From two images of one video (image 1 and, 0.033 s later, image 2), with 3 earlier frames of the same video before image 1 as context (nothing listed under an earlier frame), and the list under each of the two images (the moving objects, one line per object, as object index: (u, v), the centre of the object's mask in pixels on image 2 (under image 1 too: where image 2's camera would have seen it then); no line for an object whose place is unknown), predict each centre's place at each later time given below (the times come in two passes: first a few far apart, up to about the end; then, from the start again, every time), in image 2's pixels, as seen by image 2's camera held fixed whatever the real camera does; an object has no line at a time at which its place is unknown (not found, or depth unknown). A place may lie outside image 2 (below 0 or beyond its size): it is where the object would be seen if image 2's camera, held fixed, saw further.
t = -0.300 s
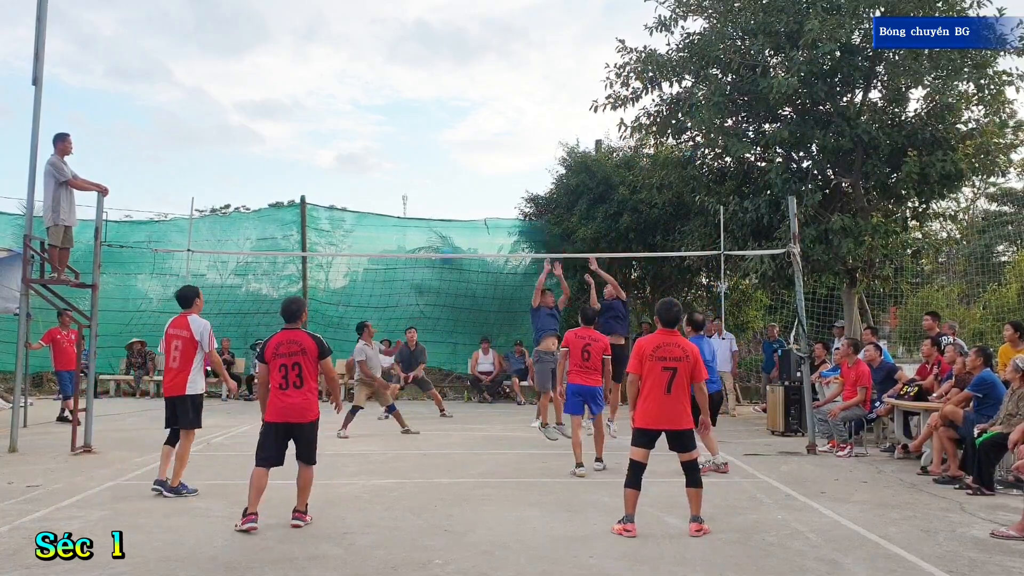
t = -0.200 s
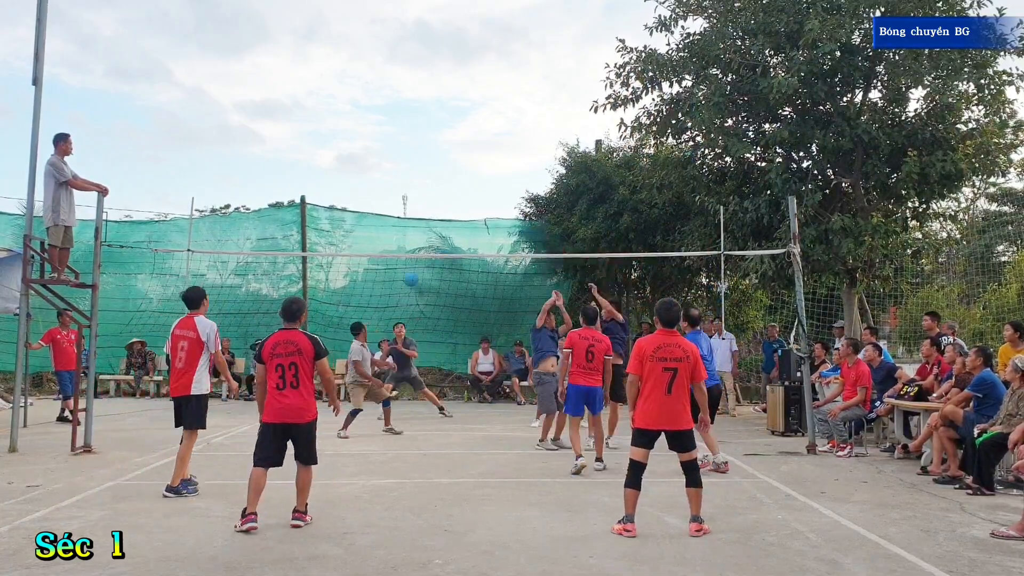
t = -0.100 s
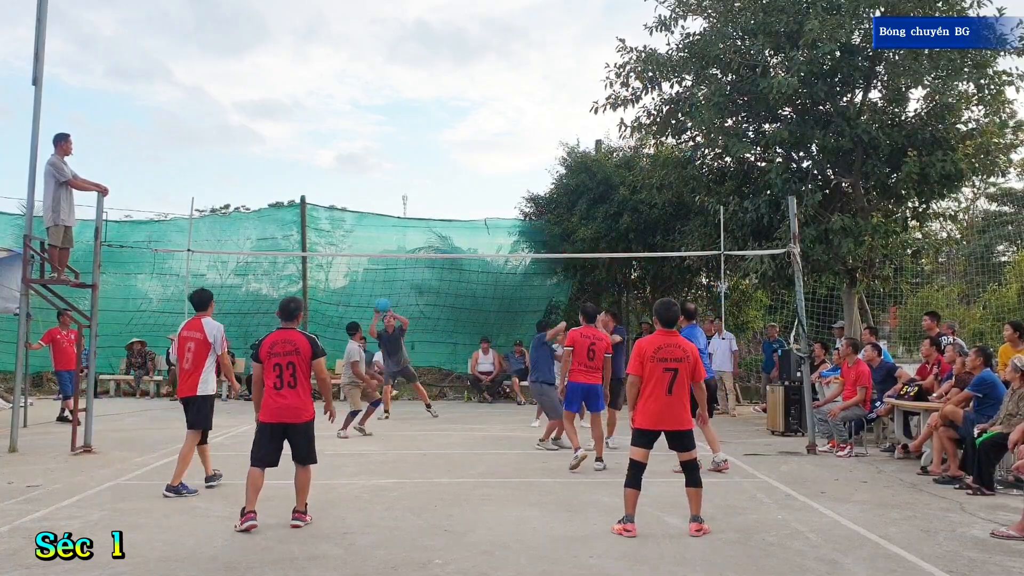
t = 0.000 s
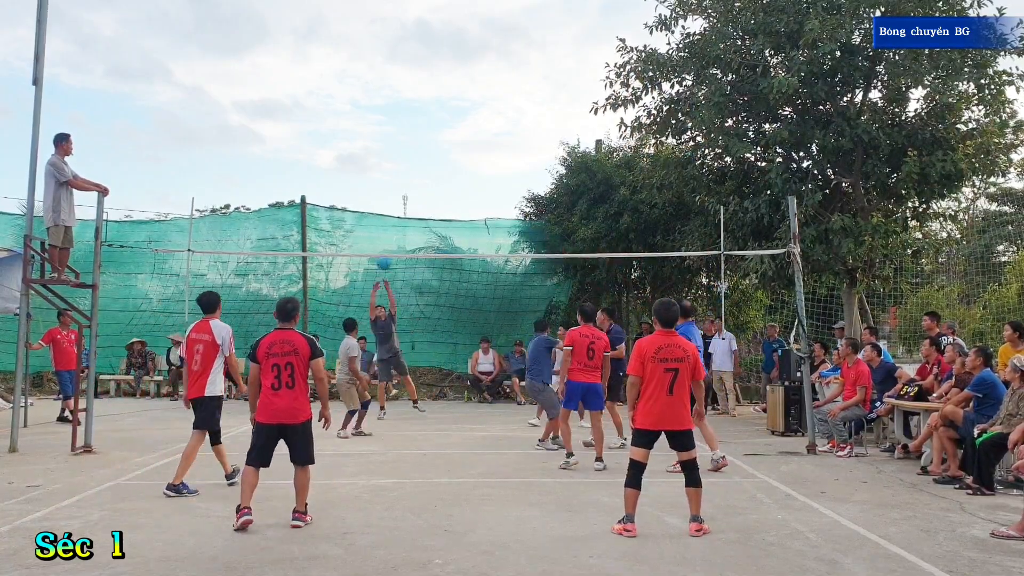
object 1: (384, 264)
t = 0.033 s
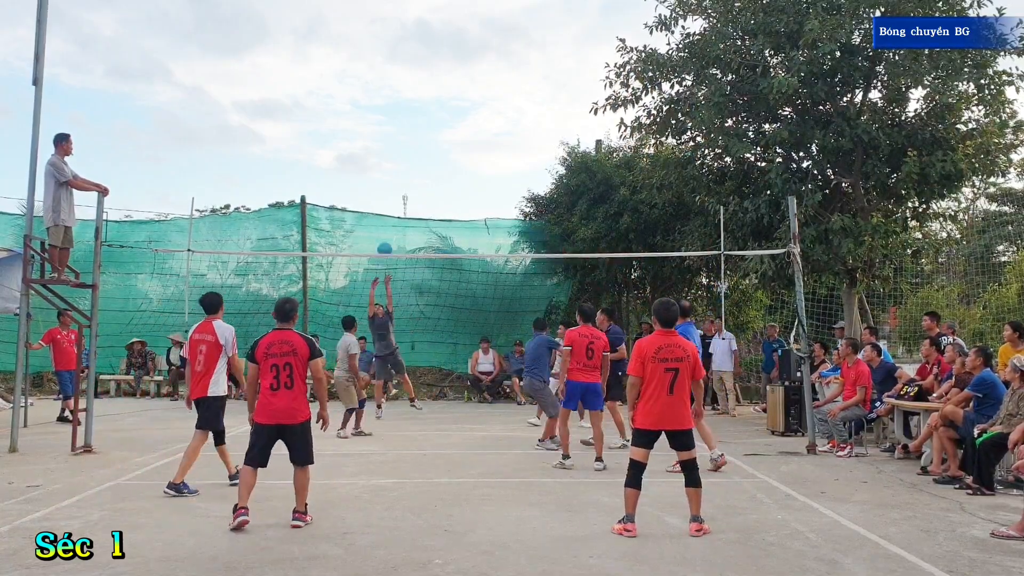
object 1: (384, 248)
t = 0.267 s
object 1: (391, 172)
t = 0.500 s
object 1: (399, 128)
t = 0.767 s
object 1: (410, 123)
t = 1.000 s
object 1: (420, 162)
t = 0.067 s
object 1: (385, 237)
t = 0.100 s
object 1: (386, 224)
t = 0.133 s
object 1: (387, 213)
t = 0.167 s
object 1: (388, 201)
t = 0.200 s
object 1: (389, 191)
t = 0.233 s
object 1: (390, 181)
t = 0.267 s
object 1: (391, 172)
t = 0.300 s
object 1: (392, 164)
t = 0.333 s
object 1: (393, 156)
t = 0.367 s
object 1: (394, 149)
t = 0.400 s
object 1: (395, 143)
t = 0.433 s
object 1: (397, 137)
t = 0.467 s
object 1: (398, 132)
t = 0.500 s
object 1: (399, 128)
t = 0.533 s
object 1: (400, 125)
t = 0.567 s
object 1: (402, 122)
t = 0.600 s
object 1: (403, 120)
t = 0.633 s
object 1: (404, 119)
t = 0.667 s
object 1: (406, 119)
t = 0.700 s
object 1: (407, 119)
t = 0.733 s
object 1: (408, 121)
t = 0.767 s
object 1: (410, 123)
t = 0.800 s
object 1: (411, 126)
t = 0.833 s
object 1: (413, 129)
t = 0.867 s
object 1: (414, 134)
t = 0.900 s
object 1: (415, 140)
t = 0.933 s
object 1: (417, 146)
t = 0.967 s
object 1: (418, 154)
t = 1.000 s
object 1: (420, 162)
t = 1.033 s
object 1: (421, 171)
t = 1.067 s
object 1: (423, 181)
